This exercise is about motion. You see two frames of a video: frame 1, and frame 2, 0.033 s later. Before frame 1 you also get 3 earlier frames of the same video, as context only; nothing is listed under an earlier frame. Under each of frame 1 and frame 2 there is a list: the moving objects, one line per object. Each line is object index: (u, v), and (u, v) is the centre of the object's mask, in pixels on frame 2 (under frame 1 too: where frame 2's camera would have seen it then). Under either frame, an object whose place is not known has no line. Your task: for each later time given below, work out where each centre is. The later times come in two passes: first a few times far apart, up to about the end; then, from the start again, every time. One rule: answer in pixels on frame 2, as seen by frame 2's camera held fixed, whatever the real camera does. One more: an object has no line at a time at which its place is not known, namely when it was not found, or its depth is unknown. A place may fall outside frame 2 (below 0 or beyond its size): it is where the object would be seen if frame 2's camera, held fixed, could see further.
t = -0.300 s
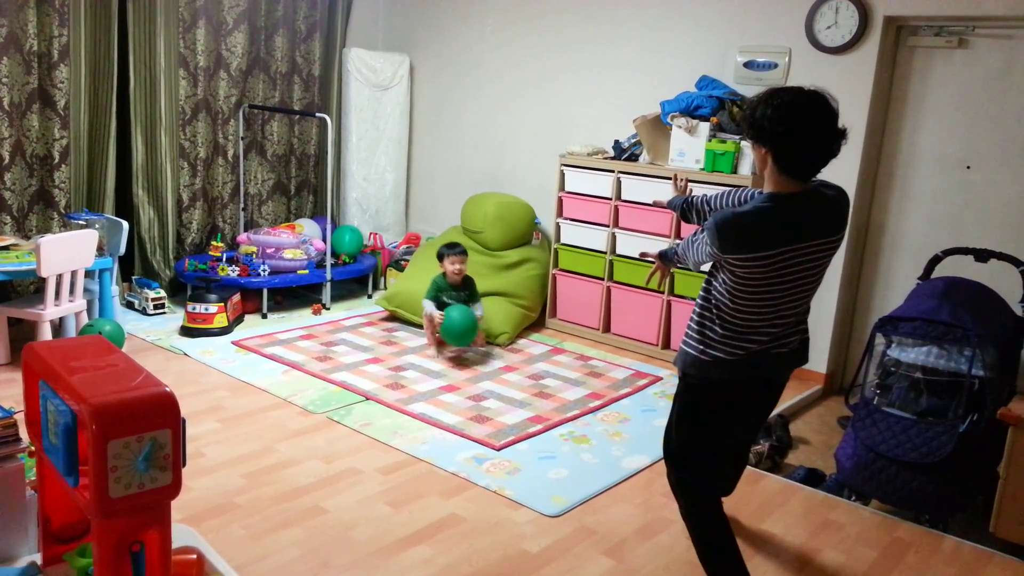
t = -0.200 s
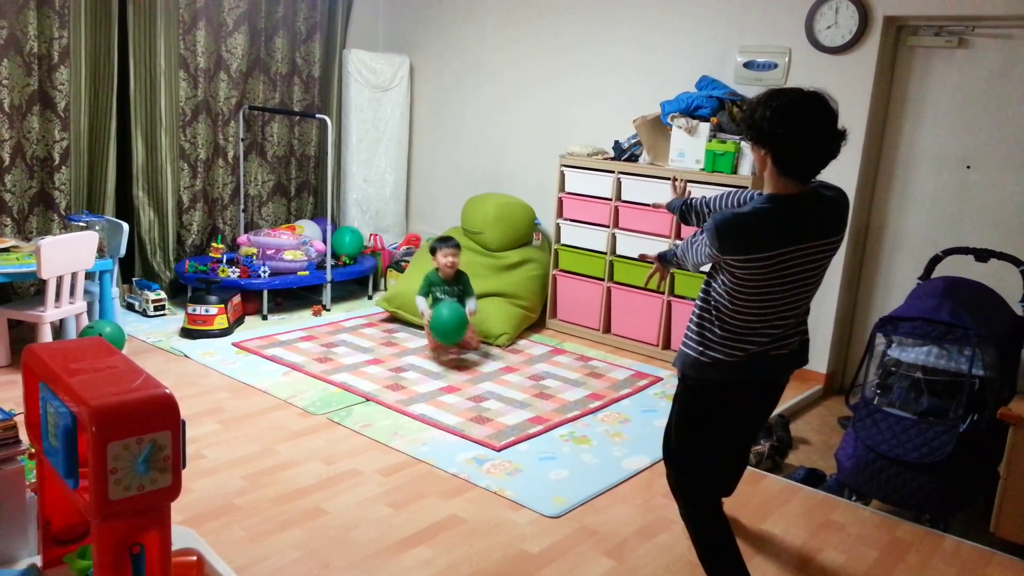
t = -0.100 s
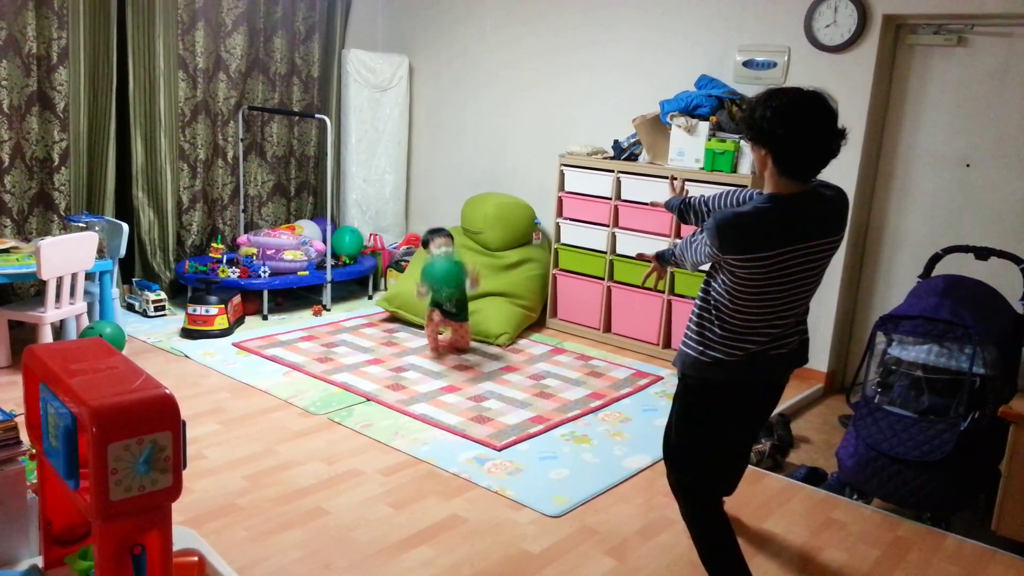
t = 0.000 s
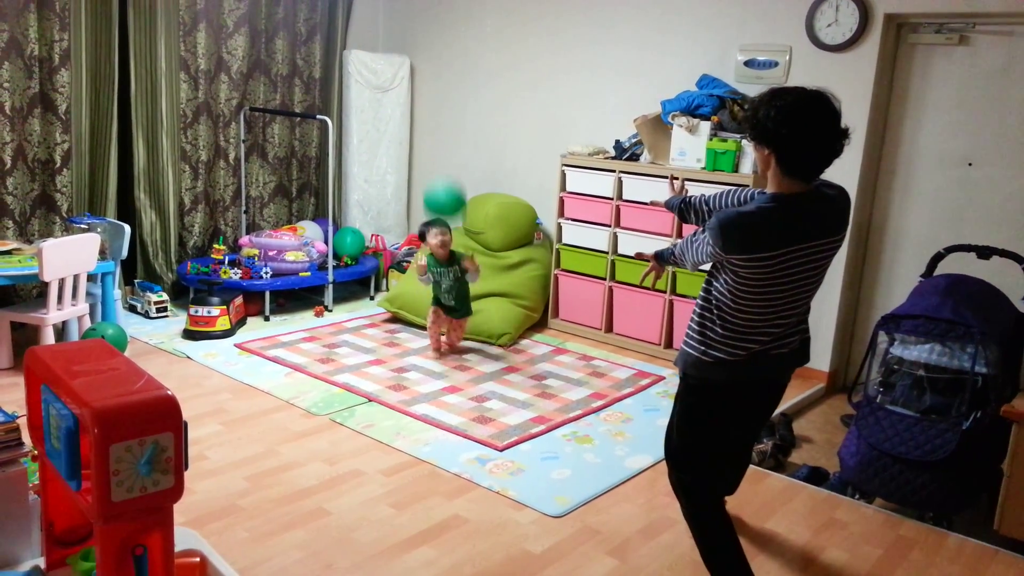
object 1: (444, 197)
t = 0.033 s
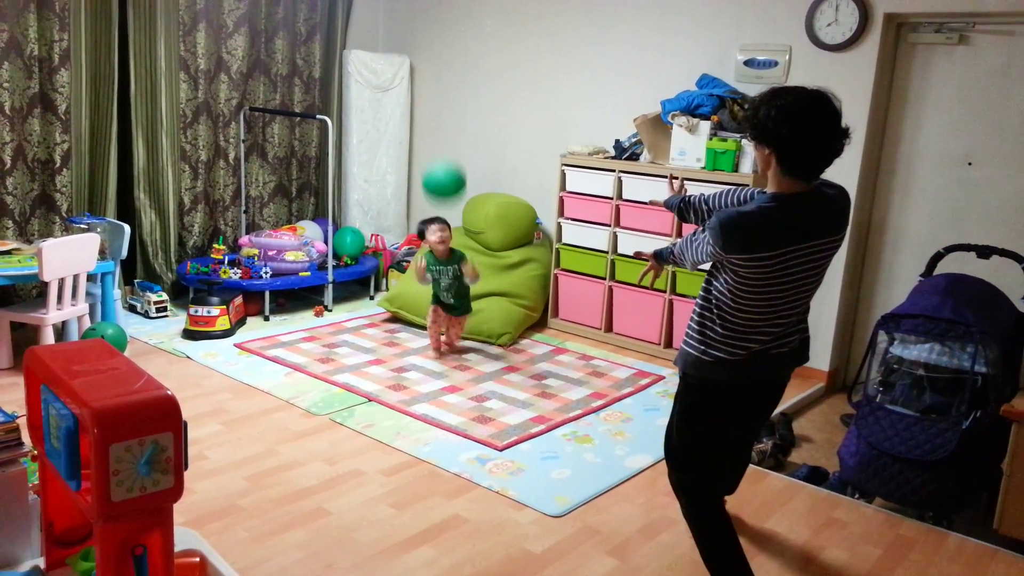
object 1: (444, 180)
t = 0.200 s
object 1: (444, 124)
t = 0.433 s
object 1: (445, 99)
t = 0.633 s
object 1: (442, 95)
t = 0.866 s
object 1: (441, 109)
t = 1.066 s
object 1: (441, 135)
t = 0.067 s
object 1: (443, 164)
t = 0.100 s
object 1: (443, 150)
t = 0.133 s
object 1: (443, 139)
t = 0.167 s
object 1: (443, 131)
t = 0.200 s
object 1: (444, 124)
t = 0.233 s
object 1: (444, 118)
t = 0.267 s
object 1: (445, 114)
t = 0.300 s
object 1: (445, 110)
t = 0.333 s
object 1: (445, 106)
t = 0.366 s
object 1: (445, 104)
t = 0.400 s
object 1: (446, 101)
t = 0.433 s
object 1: (445, 99)
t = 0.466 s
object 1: (445, 98)
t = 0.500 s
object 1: (445, 96)
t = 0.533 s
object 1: (444, 95)
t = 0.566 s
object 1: (443, 95)
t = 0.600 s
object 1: (443, 95)
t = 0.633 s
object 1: (442, 95)
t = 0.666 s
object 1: (442, 96)
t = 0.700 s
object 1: (441, 97)
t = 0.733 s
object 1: (441, 99)
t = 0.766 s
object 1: (441, 101)
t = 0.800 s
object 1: (441, 103)
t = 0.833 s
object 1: (441, 106)
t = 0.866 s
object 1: (441, 109)
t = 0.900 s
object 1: (441, 113)
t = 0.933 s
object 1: (441, 117)
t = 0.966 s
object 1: (441, 121)
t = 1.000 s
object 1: (441, 125)
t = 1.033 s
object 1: (441, 130)
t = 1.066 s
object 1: (441, 135)
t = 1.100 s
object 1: (441, 140)
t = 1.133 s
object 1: (441, 146)
